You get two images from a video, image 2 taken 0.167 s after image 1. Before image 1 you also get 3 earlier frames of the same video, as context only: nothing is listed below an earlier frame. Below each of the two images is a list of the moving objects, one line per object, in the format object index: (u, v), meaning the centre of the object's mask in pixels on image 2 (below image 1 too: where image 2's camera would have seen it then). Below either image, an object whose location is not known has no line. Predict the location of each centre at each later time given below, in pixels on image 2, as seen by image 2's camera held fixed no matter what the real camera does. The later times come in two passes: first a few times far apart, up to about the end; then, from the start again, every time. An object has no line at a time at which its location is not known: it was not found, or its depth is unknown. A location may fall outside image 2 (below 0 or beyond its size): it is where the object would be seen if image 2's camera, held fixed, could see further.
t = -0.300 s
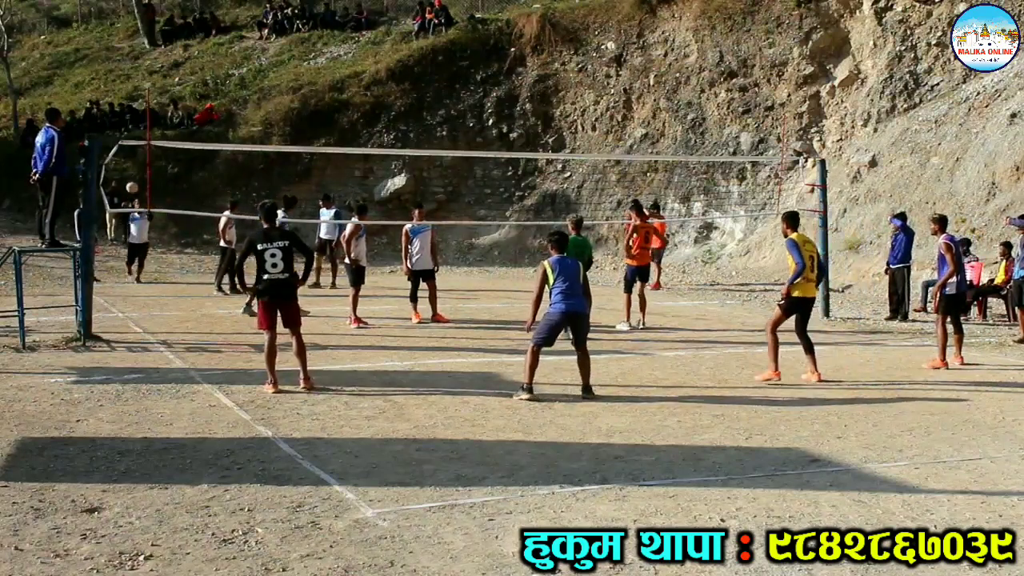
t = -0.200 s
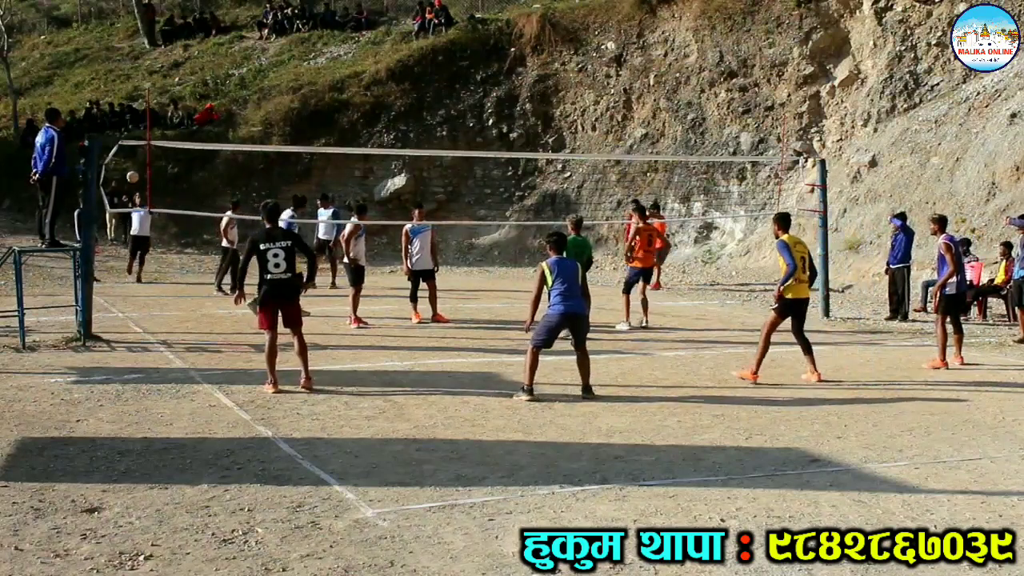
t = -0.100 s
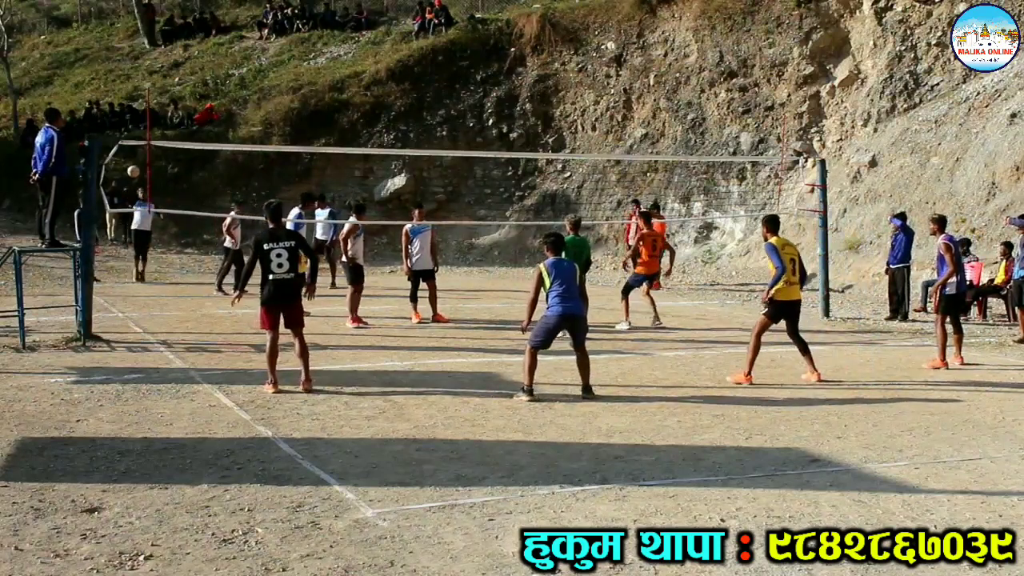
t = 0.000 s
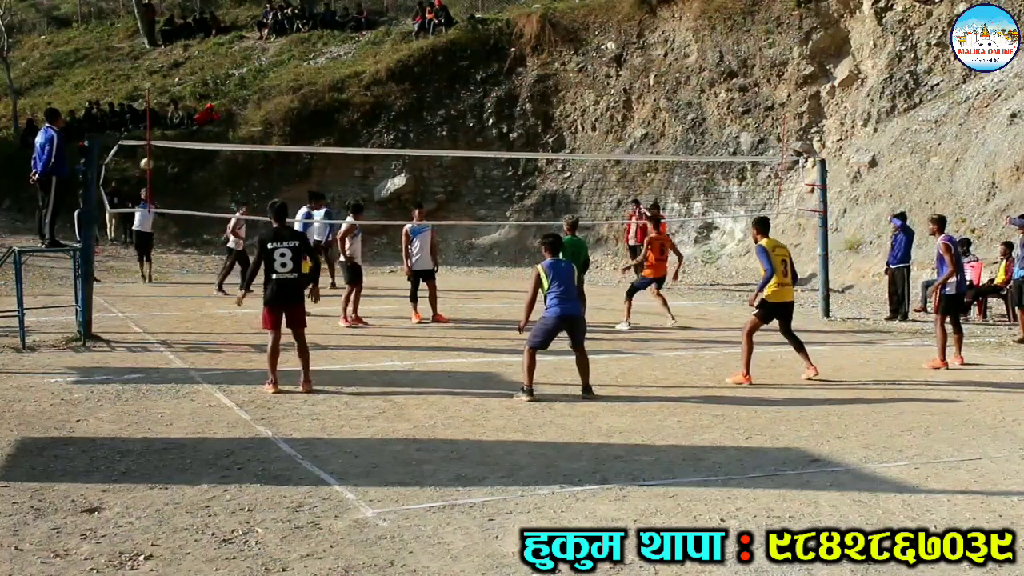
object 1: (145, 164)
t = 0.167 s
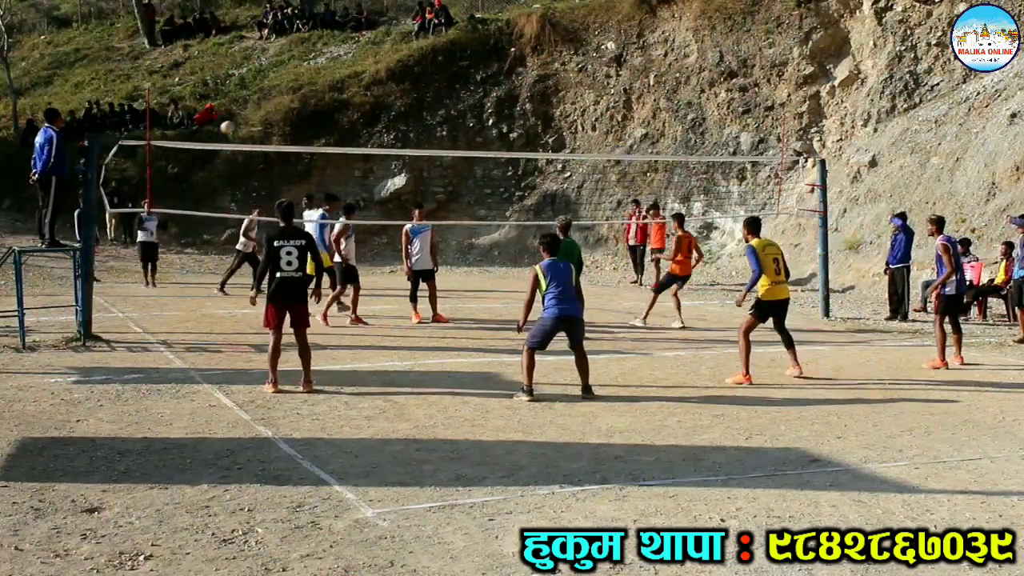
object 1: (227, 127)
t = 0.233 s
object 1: (259, 115)
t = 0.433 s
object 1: (371, 92)
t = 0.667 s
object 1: (518, 96)
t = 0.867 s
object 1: (667, 138)
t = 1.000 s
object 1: (778, 188)
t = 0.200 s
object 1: (240, 120)
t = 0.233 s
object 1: (259, 115)
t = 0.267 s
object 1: (277, 109)
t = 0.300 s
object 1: (296, 105)
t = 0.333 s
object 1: (314, 100)
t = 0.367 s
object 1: (332, 97)
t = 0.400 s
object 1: (351, 94)
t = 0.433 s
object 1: (371, 92)
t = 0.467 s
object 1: (391, 91)
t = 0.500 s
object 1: (411, 90)
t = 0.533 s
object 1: (432, 90)
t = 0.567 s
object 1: (453, 90)
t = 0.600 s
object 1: (475, 92)
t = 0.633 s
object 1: (497, 94)
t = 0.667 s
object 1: (518, 96)
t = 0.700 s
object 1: (542, 101)
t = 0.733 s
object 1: (565, 106)
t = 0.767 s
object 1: (590, 113)
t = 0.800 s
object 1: (617, 120)
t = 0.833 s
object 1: (641, 130)
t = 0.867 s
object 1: (667, 138)
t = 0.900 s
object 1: (694, 149)
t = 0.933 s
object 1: (722, 161)
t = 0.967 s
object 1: (749, 174)
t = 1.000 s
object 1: (778, 188)
